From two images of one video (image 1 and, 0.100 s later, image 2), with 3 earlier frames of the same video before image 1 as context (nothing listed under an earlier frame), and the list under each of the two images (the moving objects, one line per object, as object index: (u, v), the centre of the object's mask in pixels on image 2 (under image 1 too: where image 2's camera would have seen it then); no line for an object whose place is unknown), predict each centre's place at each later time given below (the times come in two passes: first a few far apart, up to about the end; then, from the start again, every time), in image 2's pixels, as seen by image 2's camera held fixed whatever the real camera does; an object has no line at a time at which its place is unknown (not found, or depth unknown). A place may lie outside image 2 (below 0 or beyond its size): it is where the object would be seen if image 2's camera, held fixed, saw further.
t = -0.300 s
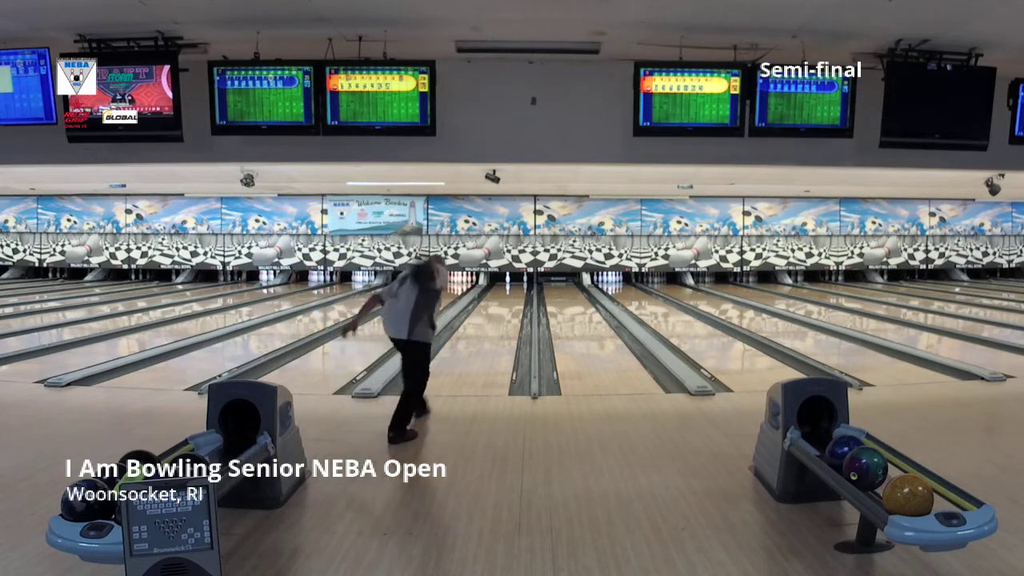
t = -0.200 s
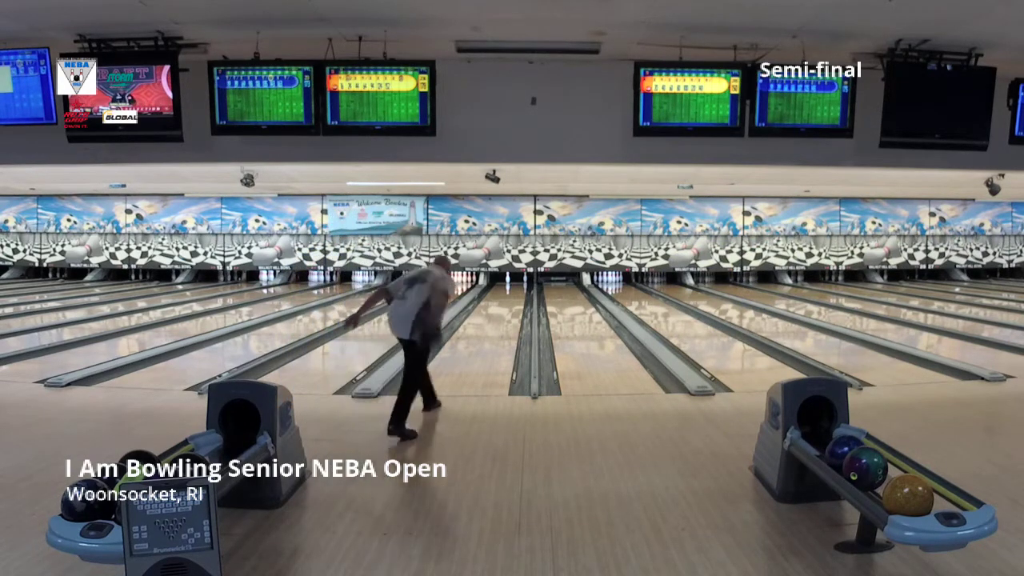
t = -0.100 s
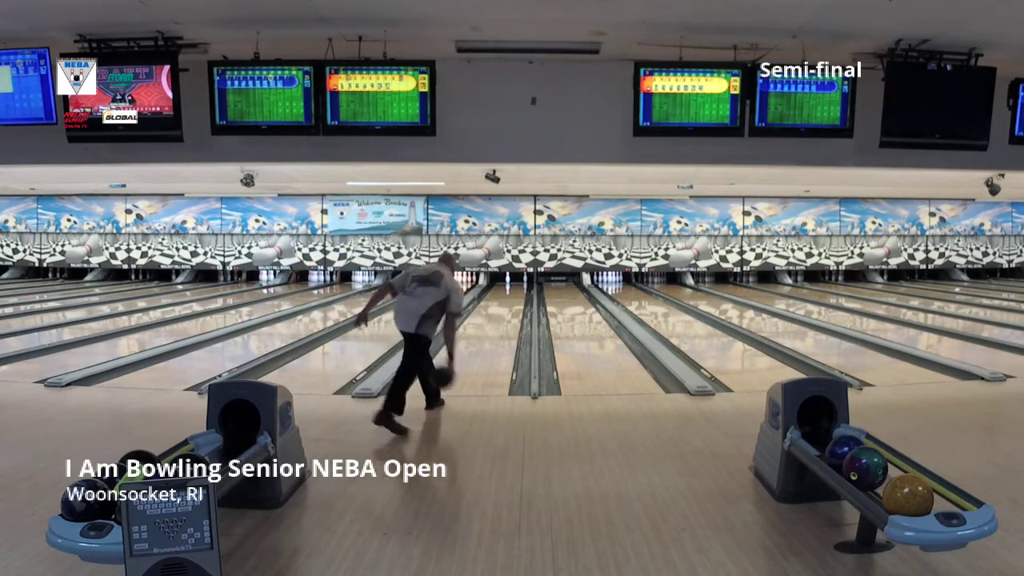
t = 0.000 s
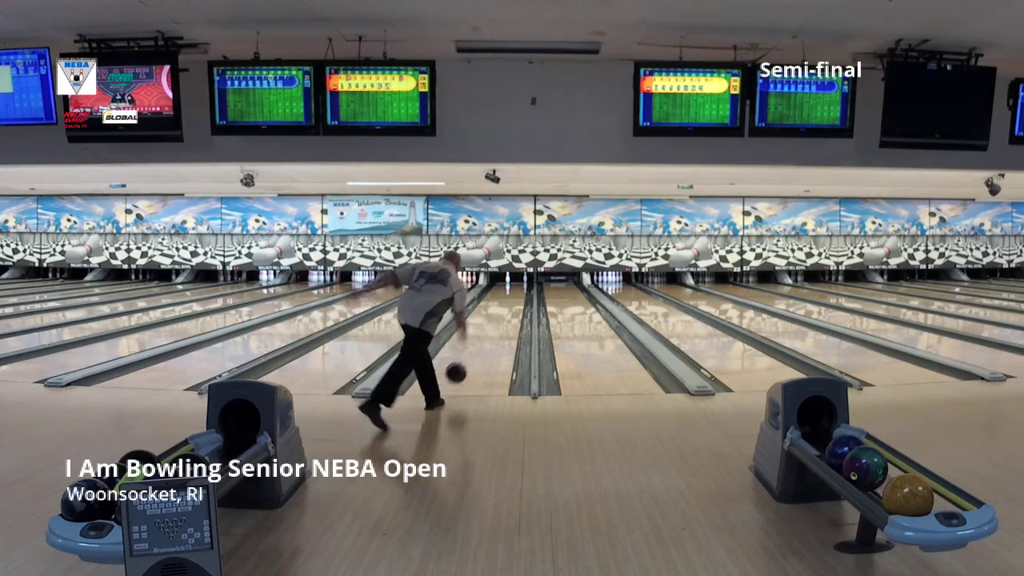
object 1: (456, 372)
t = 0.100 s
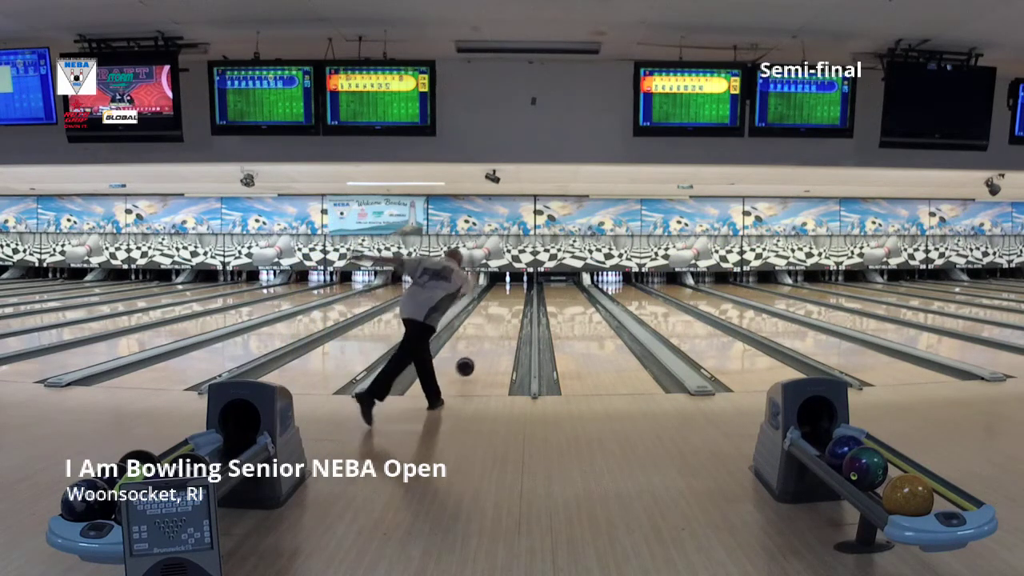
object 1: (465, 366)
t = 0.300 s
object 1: (478, 347)
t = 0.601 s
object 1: (491, 324)
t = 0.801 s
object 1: (497, 314)
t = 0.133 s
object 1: (468, 366)
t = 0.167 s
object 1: (470, 362)
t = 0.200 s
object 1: (473, 358)
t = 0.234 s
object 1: (475, 354)
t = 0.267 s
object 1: (477, 351)
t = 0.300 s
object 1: (478, 347)
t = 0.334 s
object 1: (480, 344)
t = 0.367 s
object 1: (482, 341)
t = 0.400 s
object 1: (483, 338)
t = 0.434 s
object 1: (485, 336)
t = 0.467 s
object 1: (486, 333)
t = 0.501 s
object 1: (487, 331)
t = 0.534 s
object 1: (489, 328)
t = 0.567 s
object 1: (490, 326)
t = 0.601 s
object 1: (491, 324)
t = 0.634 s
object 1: (492, 322)
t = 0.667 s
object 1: (493, 320)
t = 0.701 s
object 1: (494, 319)
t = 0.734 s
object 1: (495, 317)
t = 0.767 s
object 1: (496, 315)
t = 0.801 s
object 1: (497, 314)
